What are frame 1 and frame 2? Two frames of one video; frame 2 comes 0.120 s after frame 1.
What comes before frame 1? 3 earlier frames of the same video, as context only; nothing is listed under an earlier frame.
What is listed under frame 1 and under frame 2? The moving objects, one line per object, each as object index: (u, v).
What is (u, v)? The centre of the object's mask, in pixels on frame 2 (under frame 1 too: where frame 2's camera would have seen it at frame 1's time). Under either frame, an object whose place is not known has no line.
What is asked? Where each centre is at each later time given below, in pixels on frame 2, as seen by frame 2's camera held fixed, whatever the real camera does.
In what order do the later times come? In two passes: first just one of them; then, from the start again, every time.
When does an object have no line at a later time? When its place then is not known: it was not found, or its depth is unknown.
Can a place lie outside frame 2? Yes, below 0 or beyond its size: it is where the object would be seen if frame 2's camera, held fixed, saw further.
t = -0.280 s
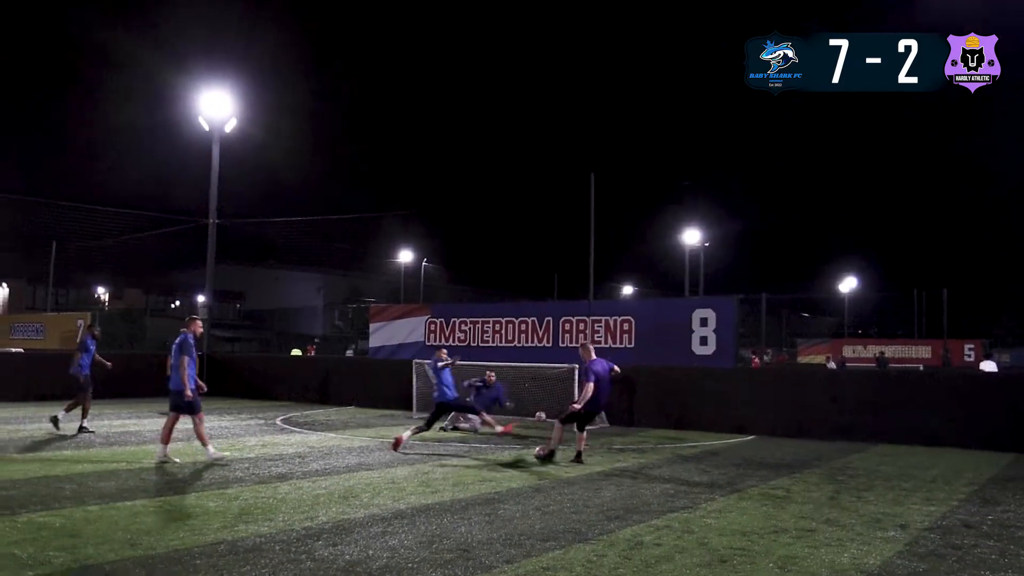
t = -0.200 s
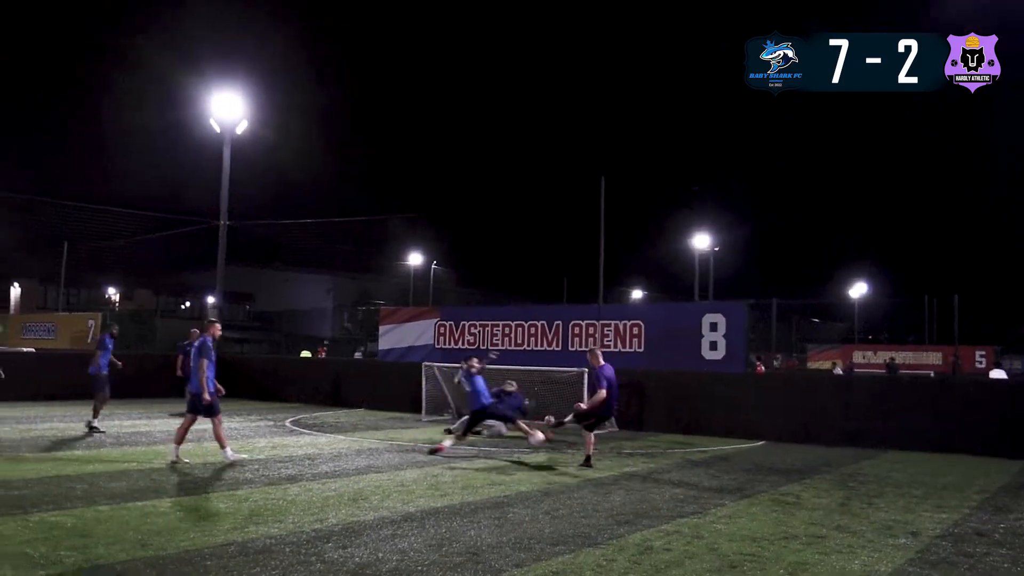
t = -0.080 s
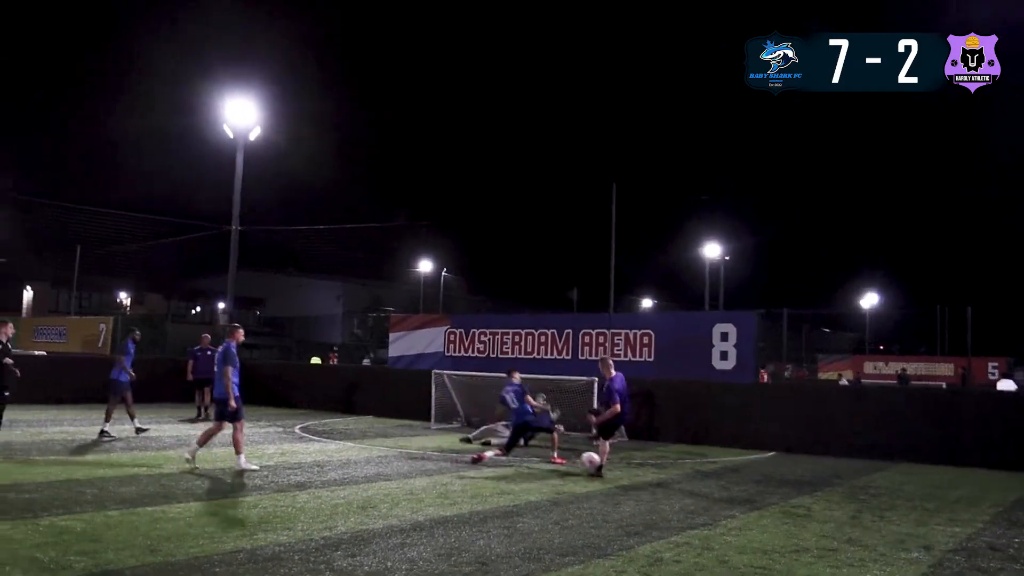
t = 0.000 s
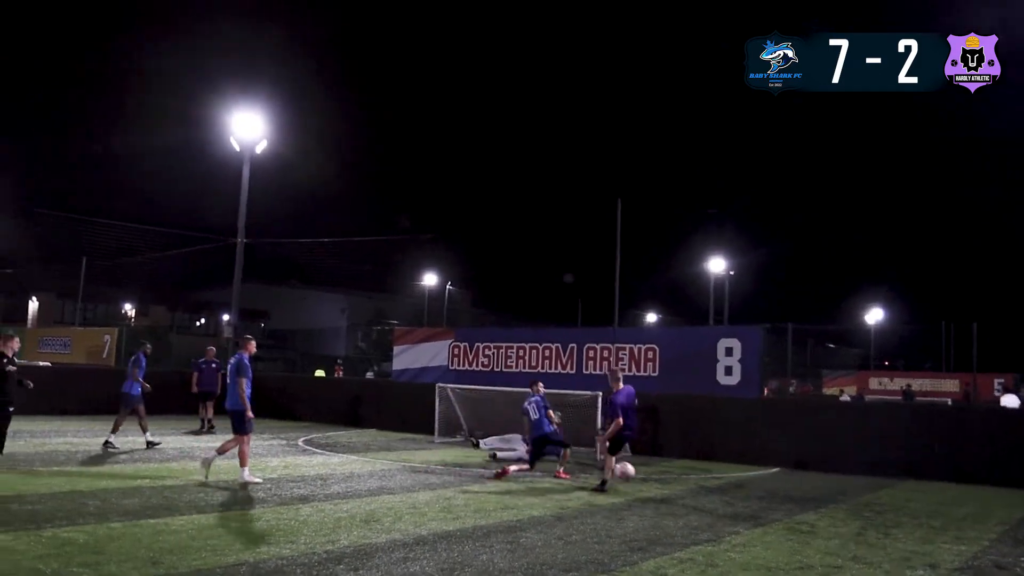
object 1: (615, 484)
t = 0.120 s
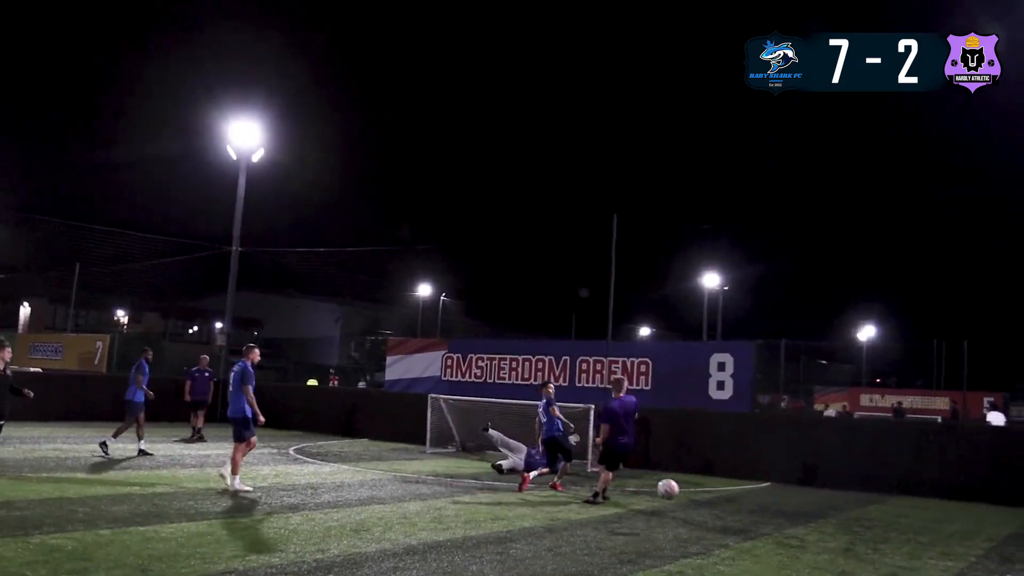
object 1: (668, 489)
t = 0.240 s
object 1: (731, 511)
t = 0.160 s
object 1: (687, 493)
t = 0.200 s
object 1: (708, 501)
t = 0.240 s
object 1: (731, 511)
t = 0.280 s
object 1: (754, 524)
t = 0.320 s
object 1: (780, 540)
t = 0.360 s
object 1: (808, 559)
